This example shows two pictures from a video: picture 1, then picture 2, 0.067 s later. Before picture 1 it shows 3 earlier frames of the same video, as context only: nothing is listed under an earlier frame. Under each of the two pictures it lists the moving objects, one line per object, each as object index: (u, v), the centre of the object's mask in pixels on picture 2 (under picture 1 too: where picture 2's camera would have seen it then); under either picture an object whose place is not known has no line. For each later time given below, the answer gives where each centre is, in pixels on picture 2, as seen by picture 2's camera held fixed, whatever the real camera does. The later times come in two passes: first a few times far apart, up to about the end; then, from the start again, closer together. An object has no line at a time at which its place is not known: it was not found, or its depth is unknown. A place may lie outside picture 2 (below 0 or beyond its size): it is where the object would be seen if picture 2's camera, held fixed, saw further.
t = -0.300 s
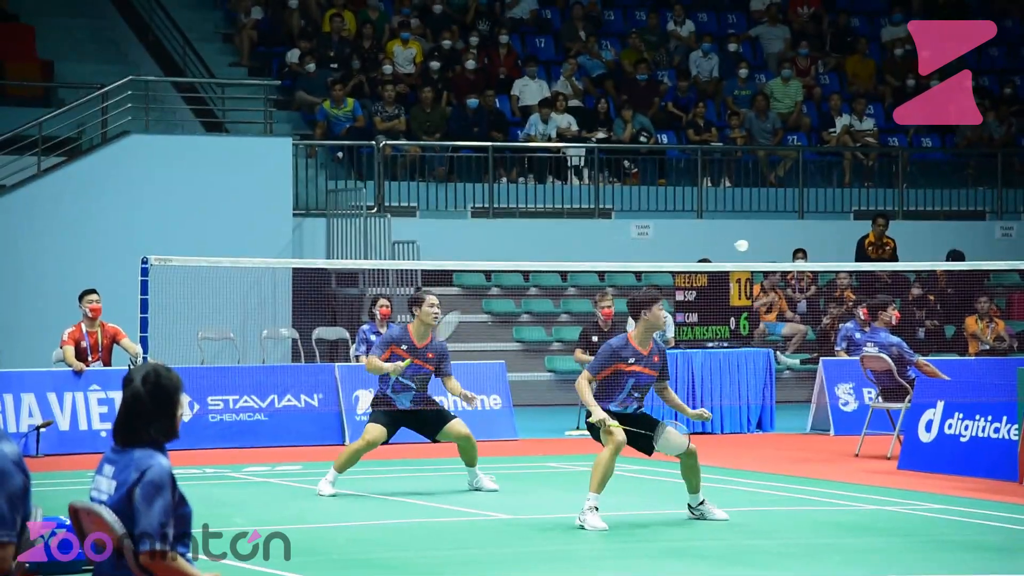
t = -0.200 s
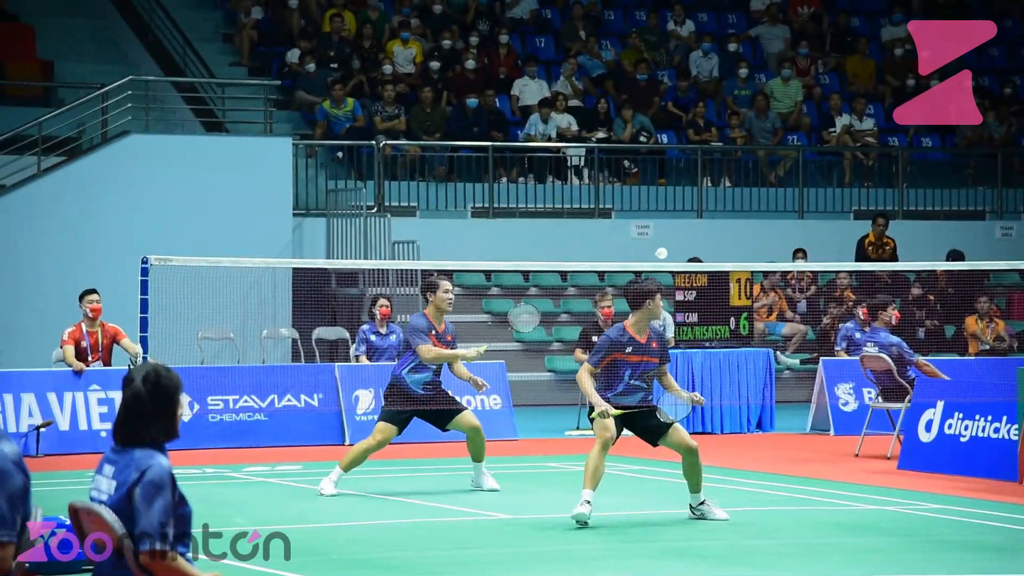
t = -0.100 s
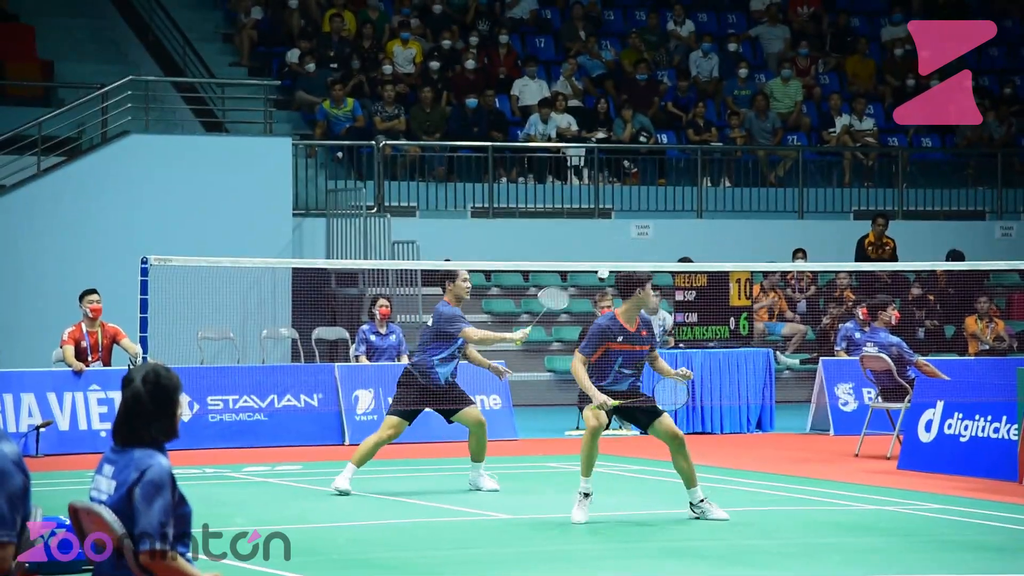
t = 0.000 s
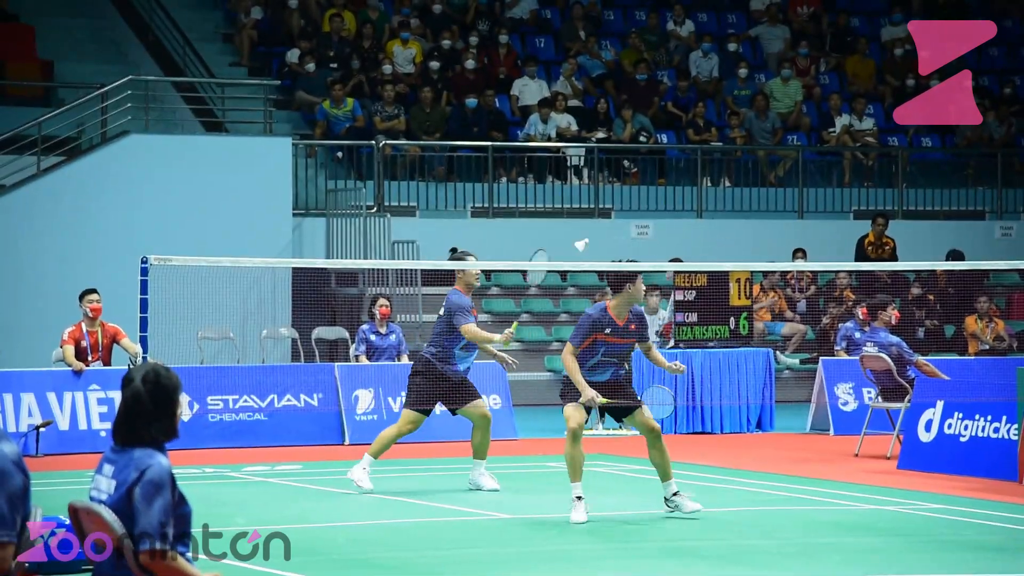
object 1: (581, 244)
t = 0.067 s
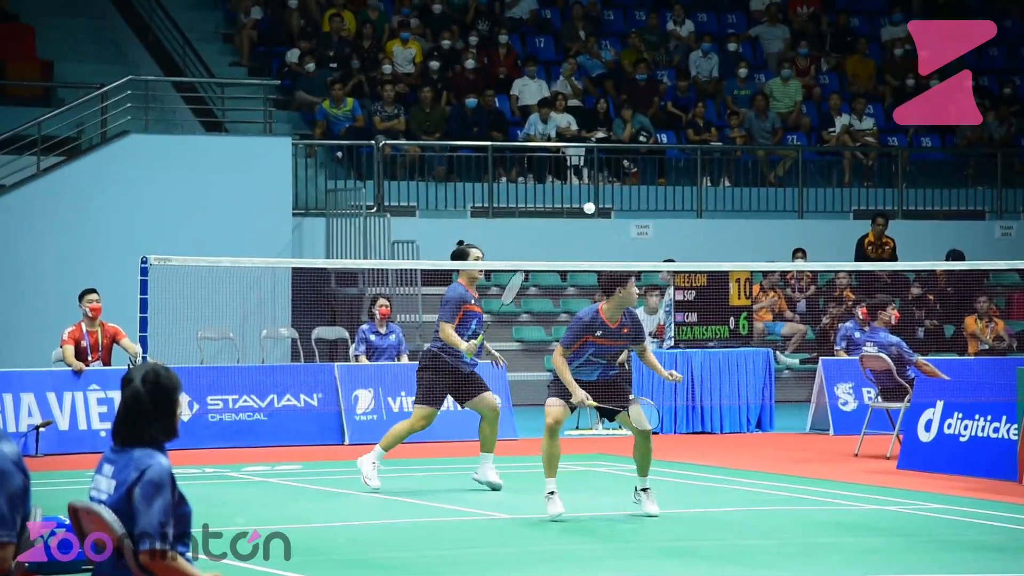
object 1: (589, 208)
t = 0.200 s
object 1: (588, 172)
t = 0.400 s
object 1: (590, 171)
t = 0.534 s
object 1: (591, 209)
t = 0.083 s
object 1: (587, 204)
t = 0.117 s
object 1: (587, 194)
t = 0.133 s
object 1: (587, 188)
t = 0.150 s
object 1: (588, 183)
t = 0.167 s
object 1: (588, 179)
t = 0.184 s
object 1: (588, 175)
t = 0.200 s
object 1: (588, 172)
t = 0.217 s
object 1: (588, 169)
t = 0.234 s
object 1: (588, 167)
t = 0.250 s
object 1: (588, 165)
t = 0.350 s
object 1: (589, 165)
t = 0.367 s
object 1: (590, 167)
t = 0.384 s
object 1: (590, 169)
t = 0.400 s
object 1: (590, 171)
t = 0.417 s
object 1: (590, 174)
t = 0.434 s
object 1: (591, 178)
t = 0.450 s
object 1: (591, 182)
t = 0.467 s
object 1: (591, 186)
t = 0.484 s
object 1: (591, 191)
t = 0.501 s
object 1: (591, 197)
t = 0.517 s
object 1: (591, 202)
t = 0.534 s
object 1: (591, 209)
